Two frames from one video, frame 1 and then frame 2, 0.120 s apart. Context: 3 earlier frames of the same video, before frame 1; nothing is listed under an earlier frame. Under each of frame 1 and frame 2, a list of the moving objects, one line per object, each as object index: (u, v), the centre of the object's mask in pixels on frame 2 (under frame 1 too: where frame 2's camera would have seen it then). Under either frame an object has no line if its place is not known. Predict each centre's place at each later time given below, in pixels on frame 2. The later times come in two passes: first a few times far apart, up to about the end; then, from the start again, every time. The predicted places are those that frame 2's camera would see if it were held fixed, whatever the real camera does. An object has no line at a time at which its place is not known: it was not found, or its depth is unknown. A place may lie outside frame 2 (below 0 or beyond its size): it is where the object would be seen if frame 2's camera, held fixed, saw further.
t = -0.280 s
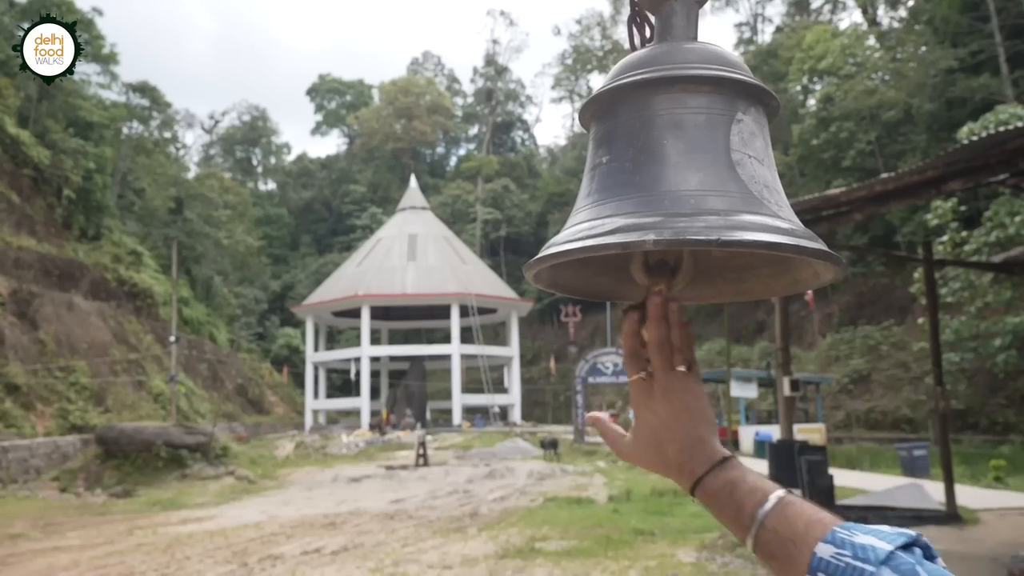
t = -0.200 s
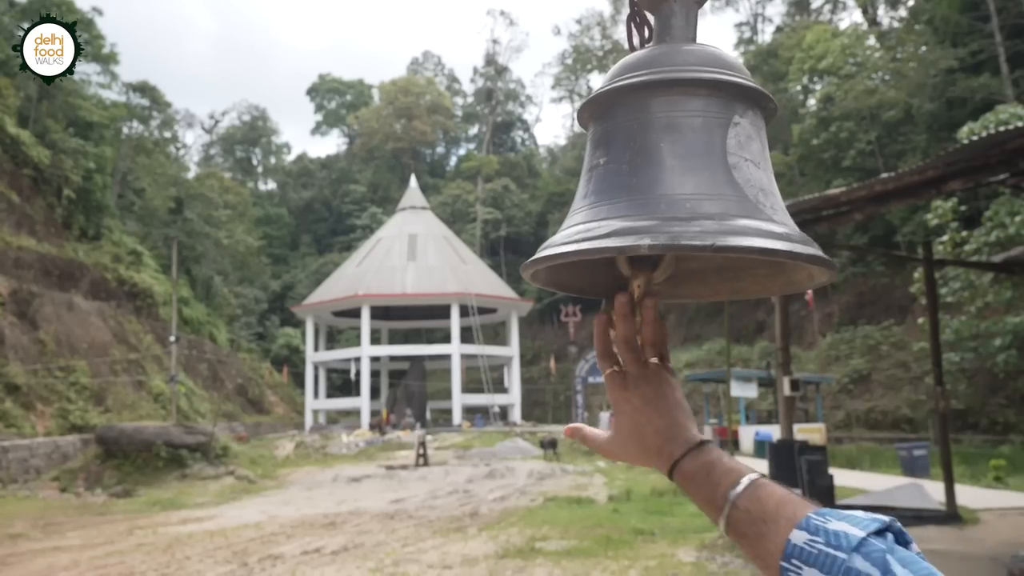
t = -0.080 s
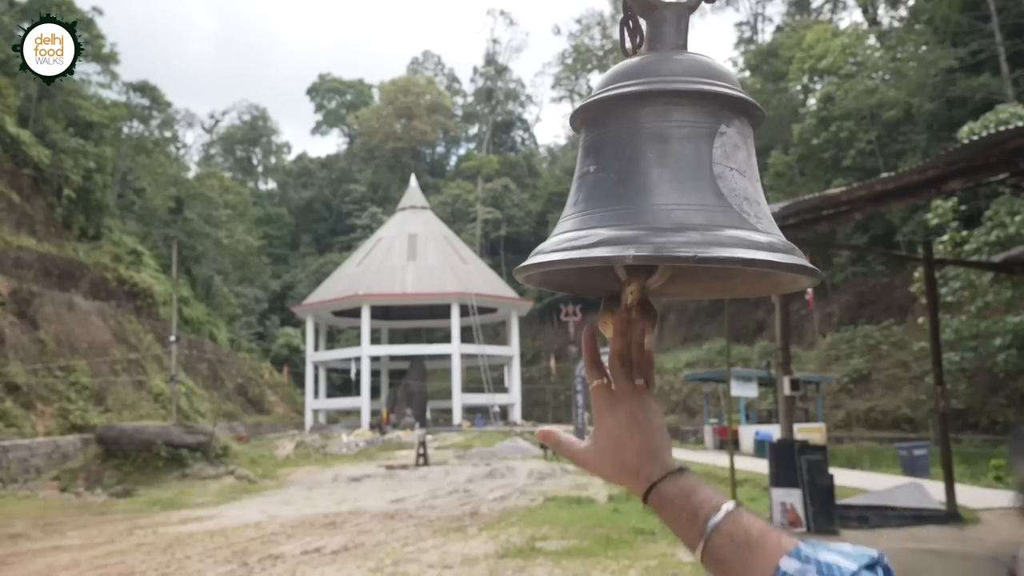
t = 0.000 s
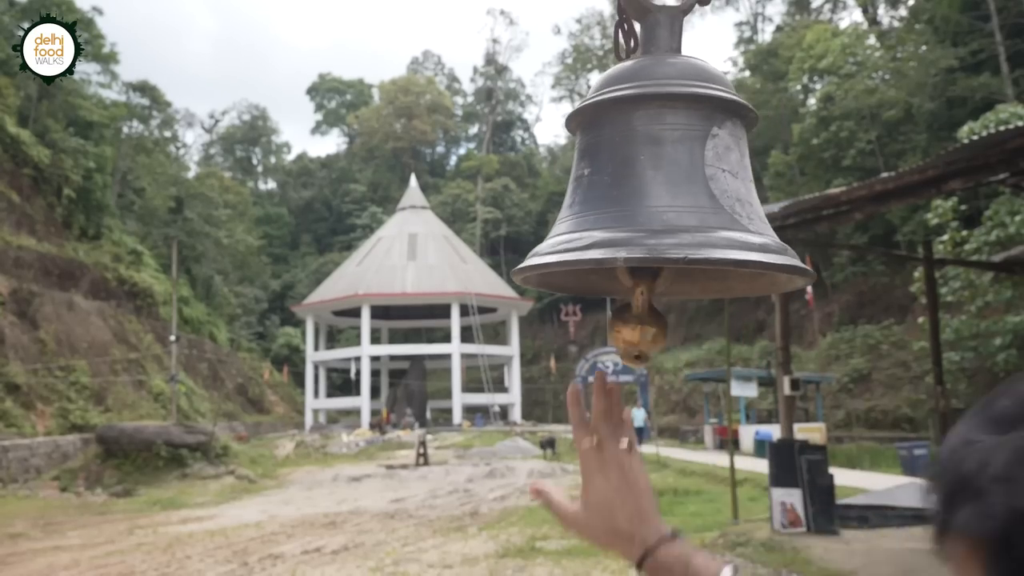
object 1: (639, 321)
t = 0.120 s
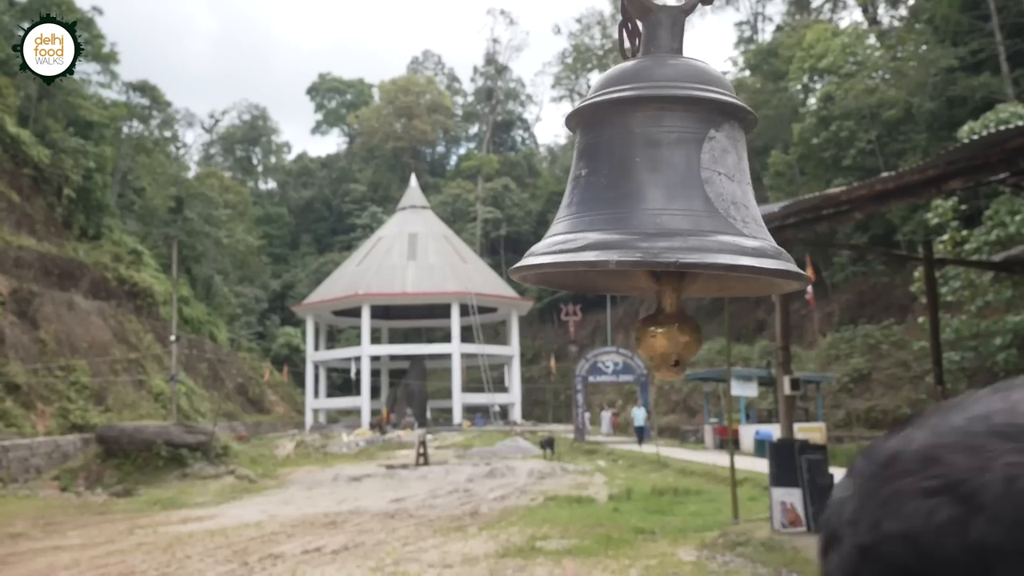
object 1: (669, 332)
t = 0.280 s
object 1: (711, 318)
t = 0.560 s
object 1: (712, 318)
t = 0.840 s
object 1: (699, 323)
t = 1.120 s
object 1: (684, 327)
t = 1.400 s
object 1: (688, 328)
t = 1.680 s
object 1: (715, 322)
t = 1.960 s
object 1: (692, 325)
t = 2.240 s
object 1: (690, 328)
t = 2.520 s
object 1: (707, 325)
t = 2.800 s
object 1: (699, 325)
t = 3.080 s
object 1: (691, 327)
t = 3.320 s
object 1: (703, 326)
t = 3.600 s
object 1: (707, 324)
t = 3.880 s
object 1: (692, 326)
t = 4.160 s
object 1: (695, 325)
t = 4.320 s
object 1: (702, 324)
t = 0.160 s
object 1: (681, 330)
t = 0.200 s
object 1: (692, 326)
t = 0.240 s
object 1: (702, 323)
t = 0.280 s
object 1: (711, 318)
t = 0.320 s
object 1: (717, 317)
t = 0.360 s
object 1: (721, 313)
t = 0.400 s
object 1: (722, 313)
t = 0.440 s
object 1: (721, 314)
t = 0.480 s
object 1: (719, 316)
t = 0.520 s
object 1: (716, 317)
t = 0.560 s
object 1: (712, 318)
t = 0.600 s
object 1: (709, 319)
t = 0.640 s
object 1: (707, 320)
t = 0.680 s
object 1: (704, 320)
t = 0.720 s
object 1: (702, 322)
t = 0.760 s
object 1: (701, 322)
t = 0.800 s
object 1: (699, 323)
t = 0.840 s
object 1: (699, 323)
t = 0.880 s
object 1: (698, 324)
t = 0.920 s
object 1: (696, 325)
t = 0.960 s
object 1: (694, 325)
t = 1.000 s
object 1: (692, 326)
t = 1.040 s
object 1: (689, 326)
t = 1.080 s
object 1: (686, 327)
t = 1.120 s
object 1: (684, 327)
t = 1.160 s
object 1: (682, 329)
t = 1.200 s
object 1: (681, 328)
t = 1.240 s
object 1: (680, 328)
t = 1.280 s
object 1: (680, 328)
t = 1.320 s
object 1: (682, 328)
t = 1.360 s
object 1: (684, 328)
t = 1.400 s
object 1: (688, 328)
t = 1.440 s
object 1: (693, 328)
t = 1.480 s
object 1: (698, 328)
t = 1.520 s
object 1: (703, 327)
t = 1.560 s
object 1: (707, 325)
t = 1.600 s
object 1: (711, 324)
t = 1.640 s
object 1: (714, 323)
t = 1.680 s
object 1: (715, 322)
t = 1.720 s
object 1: (714, 321)
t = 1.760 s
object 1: (712, 321)
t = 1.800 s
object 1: (709, 321)
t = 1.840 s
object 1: (706, 323)
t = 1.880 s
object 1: (701, 323)
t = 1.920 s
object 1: (696, 325)
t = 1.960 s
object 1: (692, 325)
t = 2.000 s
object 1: (688, 326)
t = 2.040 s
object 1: (686, 327)
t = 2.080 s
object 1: (685, 328)
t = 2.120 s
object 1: (684, 327)
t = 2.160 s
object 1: (685, 328)
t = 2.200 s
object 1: (687, 328)
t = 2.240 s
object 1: (690, 328)
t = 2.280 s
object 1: (692, 328)
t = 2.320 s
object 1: (695, 327)
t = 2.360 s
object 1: (699, 328)
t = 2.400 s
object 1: (702, 327)
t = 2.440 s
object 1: (704, 327)
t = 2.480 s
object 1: (706, 326)
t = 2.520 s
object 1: (707, 325)
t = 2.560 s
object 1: (708, 324)
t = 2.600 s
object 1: (708, 324)
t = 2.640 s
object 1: (707, 324)
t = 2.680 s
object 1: (706, 323)
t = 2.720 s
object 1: (704, 324)
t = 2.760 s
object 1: (702, 324)
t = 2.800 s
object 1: (699, 325)
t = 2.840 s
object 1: (697, 325)
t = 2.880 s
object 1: (695, 326)
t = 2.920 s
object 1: (693, 325)
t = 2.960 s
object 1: (692, 327)
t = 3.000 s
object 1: (691, 327)
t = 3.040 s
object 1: (690, 327)
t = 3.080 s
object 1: (691, 327)
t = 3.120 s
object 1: (691, 327)
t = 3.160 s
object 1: (692, 328)
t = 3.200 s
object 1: (695, 327)
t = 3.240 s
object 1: (697, 327)
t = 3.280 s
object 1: (700, 326)
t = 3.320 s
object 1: (703, 326)
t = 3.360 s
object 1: (706, 325)
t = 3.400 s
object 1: (708, 325)
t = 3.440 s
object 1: (709, 324)
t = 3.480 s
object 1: (711, 324)
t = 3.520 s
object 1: (710, 324)
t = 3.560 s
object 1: (710, 324)
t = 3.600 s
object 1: (707, 324)
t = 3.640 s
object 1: (705, 325)
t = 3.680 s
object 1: (703, 325)
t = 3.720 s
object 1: (700, 325)
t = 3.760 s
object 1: (697, 325)
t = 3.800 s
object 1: (696, 326)
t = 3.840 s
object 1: (693, 326)
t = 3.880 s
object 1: (692, 326)
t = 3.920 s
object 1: (691, 326)
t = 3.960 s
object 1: (691, 326)
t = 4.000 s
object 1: (691, 326)
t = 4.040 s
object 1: (692, 326)
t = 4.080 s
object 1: (693, 326)
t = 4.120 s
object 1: (695, 325)
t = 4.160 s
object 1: (695, 325)
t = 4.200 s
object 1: (698, 324)
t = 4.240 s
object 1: (700, 324)
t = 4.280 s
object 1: (701, 324)
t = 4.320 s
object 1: (702, 324)
